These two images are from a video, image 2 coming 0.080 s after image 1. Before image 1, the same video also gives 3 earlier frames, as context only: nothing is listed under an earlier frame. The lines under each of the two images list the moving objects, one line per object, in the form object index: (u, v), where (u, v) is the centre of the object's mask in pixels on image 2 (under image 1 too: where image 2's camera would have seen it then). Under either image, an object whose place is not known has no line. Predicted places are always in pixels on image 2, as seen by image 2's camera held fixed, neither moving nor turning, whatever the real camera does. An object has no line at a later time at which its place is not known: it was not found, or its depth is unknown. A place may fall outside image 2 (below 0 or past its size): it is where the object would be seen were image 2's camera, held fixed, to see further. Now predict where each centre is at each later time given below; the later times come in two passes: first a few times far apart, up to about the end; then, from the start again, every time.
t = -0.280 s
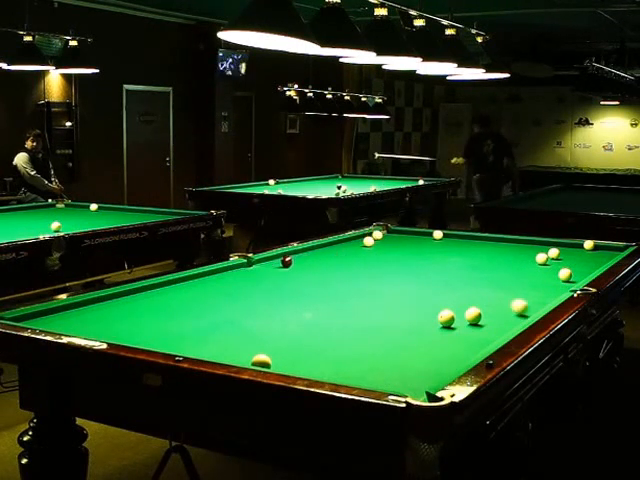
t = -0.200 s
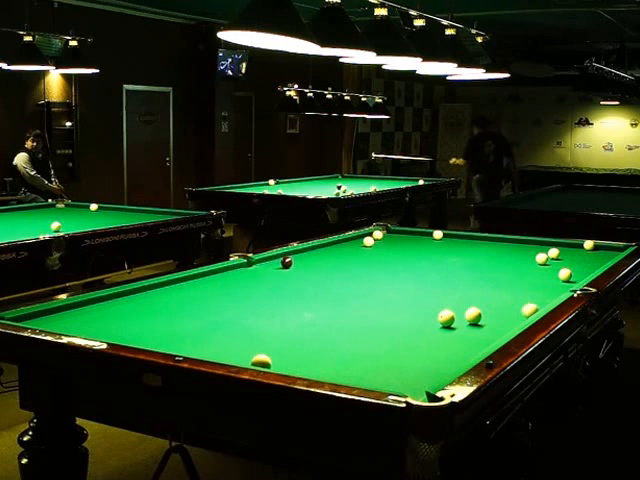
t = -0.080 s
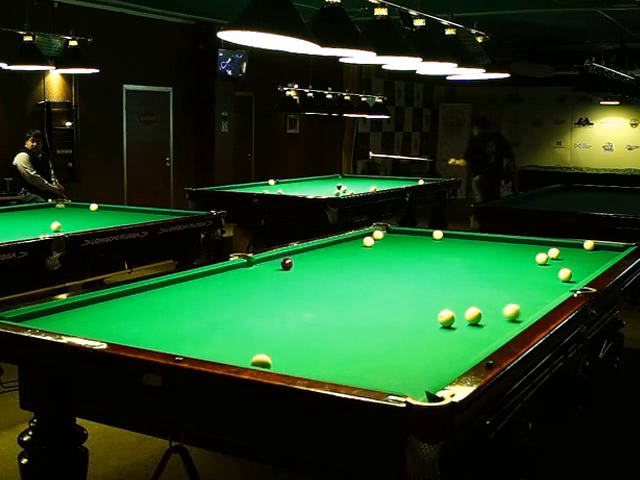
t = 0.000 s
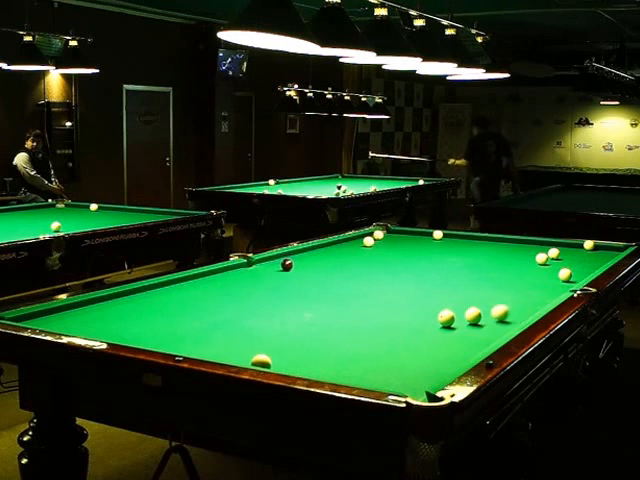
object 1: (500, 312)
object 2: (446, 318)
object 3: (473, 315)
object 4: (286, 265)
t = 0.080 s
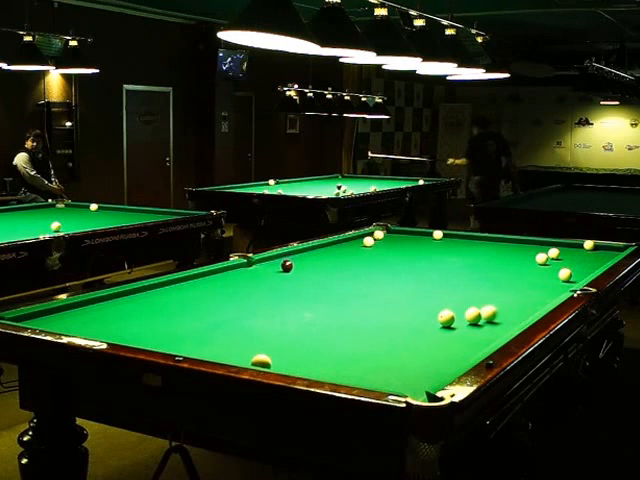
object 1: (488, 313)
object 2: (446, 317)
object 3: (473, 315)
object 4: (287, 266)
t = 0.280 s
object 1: (473, 311)
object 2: (445, 318)
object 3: (462, 318)
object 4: (287, 268)
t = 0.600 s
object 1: (451, 309)
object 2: (430, 318)
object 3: (461, 322)
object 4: (287, 272)
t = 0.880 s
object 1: (435, 308)
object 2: (418, 318)
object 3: (461, 324)
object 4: (287, 275)
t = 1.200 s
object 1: (417, 306)
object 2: (406, 319)
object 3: (460, 327)
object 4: (287, 278)
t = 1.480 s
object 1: (404, 304)
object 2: (398, 319)
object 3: (460, 329)
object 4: (288, 281)
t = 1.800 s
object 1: (389, 303)
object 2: (389, 319)
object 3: (460, 331)
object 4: (289, 284)
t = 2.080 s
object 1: (378, 302)
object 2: (383, 319)
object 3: (460, 333)
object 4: (290, 287)
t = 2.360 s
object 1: (369, 301)
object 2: (379, 319)
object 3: (460, 334)
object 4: (291, 290)
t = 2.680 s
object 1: (359, 300)
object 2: (376, 319)
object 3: (459, 335)
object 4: (292, 292)
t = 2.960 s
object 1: (351, 299)
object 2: (375, 319)
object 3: (459, 335)
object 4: (292, 294)
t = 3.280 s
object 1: (345, 298)
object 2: (374, 319)
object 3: (459, 335)
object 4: (293, 296)
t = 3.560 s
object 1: (340, 298)
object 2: (374, 319)
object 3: (459, 335)
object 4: (294, 298)
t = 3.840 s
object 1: (336, 298)
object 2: (374, 319)
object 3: (459, 335)
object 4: (294, 299)
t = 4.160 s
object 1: (333, 297)
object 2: (374, 319)
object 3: (459, 335)
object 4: (295, 301)
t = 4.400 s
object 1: (332, 297)
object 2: (374, 319)
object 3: (459, 335)
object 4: (295, 301)
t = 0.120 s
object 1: (485, 313)
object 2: (446, 318)
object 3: (472, 315)
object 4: (287, 266)
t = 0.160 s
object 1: (482, 312)
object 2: (446, 318)
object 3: (469, 316)
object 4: (287, 266)
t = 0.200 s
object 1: (479, 312)
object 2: (446, 318)
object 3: (466, 316)
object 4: (287, 267)
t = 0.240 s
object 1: (476, 311)
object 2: (446, 318)
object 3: (463, 317)
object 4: (287, 268)
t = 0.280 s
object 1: (473, 311)
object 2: (445, 318)
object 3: (462, 318)
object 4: (287, 268)
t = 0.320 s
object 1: (471, 310)
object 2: (443, 317)
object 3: (462, 318)
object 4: (287, 268)
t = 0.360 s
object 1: (468, 309)
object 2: (441, 318)
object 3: (462, 319)
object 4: (287, 269)
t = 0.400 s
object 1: (465, 308)
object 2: (439, 318)
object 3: (462, 319)
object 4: (287, 269)
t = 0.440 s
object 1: (462, 307)
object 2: (437, 318)
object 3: (461, 319)
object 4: (287, 270)
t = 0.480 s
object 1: (460, 307)
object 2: (435, 318)
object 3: (461, 320)
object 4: (287, 270)
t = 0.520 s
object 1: (455, 308)
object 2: (434, 318)
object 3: (461, 321)
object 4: (287, 271)
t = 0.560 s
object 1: (454, 308)
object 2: (432, 318)
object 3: (461, 321)
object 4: (287, 271)
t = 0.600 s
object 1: (451, 309)
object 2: (430, 318)
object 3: (461, 322)
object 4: (287, 272)
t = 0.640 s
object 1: (449, 309)
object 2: (428, 318)
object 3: (461, 321)
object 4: (287, 272)
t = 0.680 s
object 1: (446, 309)
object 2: (427, 318)
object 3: (461, 322)
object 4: (287, 272)
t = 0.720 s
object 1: (444, 309)
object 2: (425, 318)
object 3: (461, 322)
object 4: (287, 273)
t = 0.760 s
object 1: (442, 308)
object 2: (423, 318)
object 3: (461, 323)
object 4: (287, 273)
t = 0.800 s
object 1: (439, 308)
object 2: (422, 318)
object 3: (461, 323)
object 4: (287, 274)
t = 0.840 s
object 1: (437, 308)
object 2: (420, 318)
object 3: (461, 324)
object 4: (287, 274)
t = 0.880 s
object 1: (435, 308)
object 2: (418, 318)
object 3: (461, 324)
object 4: (287, 275)
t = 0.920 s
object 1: (432, 307)
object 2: (417, 319)
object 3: (461, 325)
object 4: (287, 275)
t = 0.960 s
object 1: (430, 307)
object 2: (415, 319)
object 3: (460, 325)
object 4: (287, 275)
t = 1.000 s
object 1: (428, 307)
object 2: (414, 319)
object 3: (460, 325)
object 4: (287, 276)
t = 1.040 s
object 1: (426, 307)
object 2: (412, 319)
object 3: (460, 326)
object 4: (287, 276)
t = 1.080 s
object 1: (424, 307)
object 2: (411, 318)
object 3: (460, 326)
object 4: (287, 277)
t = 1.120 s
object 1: (421, 306)
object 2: (409, 319)
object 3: (460, 326)
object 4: (287, 277)
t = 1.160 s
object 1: (419, 306)
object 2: (408, 318)
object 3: (460, 327)
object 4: (287, 278)
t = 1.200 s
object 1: (417, 306)
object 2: (406, 319)
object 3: (460, 327)
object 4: (287, 278)
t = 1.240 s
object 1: (415, 305)
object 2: (405, 319)
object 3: (460, 327)
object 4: (288, 279)
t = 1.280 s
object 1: (413, 305)
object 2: (404, 319)
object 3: (460, 328)
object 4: (288, 279)
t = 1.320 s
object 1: (411, 305)
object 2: (403, 319)
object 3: (460, 328)
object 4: (288, 279)
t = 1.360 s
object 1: (409, 305)
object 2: (401, 319)
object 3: (460, 328)
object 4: (288, 280)
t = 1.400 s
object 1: (408, 304)
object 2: (400, 319)
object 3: (460, 329)
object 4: (288, 280)
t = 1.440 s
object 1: (406, 304)
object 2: (399, 319)
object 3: (460, 329)
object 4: (288, 281)
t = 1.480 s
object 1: (404, 304)
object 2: (398, 319)
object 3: (460, 329)
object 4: (288, 281)
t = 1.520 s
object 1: (402, 304)
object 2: (397, 319)
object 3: (460, 329)
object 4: (288, 282)
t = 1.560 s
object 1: (400, 303)
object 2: (396, 319)
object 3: (460, 329)
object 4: (288, 282)
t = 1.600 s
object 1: (398, 303)
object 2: (394, 319)
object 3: (460, 330)
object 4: (288, 282)
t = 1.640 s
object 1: (396, 303)
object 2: (394, 319)
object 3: (460, 330)
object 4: (289, 283)
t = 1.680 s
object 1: (395, 303)
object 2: (392, 319)
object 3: (460, 331)
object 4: (289, 283)
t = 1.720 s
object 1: (393, 303)
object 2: (391, 319)
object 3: (460, 331)
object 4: (289, 284)
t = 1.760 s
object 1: (391, 303)
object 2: (390, 319)
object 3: (460, 331)
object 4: (289, 284)
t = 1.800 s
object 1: (389, 303)
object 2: (389, 319)
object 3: (460, 331)
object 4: (289, 284)
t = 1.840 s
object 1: (388, 303)
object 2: (388, 319)
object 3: (460, 331)
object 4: (289, 285)
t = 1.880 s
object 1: (386, 302)
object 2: (388, 319)
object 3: (460, 332)
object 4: (289, 285)
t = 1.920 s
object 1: (384, 303)
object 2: (386, 319)
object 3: (460, 332)
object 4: (289, 286)
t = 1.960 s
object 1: (383, 302)
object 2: (386, 319)
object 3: (460, 332)
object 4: (289, 286)
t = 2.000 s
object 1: (381, 302)
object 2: (385, 319)
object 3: (460, 332)
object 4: (290, 286)
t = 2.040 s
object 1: (380, 302)
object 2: (384, 319)
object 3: (460, 333)
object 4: (290, 287)
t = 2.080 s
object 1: (378, 302)
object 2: (383, 319)
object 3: (460, 333)
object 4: (290, 287)
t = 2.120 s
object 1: (377, 302)
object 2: (382, 319)
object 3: (460, 333)
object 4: (290, 288)
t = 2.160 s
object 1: (375, 302)
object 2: (382, 319)
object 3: (460, 333)
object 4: (290, 288)
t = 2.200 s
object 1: (374, 302)
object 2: (381, 319)
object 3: (460, 333)
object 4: (290, 288)
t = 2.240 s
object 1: (373, 301)
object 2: (381, 319)
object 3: (460, 333)
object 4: (290, 289)
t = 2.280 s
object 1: (371, 301)
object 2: (380, 319)
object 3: (460, 334)
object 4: (290, 289)
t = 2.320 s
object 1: (370, 301)
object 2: (379, 319)
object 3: (460, 334)
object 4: (291, 289)
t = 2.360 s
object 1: (369, 301)
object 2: (379, 319)
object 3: (460, 334)
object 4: (291, 290)
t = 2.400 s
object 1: (367, 301)
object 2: (378, 319)
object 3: (460, 334)
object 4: (291, 290)
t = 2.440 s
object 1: (366, 301)
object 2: (378, 319)
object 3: (460, 334)
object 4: (291, 290)
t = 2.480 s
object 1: (365, 301)
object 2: (377, 319)
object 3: (459, 334)
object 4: (291, 291)
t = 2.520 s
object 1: (363, 300)
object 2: (377, 319)
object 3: (459, 334)
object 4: (291, 291)
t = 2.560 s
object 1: (362, 300)
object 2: (376, 319)
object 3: (459, 334)
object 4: (292, 292)
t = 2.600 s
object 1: (361, 300)
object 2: (376, 319)
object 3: (459, 335)
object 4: (292, 292)
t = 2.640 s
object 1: (360, 300)
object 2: (376, 319)
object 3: (459, 335)
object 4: (292, 292)
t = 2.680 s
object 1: (359, 300)
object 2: (376, 319)
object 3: (459, 335)
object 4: (292, 292)
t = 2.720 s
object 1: (358, 300)
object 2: (376, 319)
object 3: (459, 335)
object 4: (292, 293)
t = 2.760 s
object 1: (357, 300)
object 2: (375, 319)
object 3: (459, 335)
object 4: (292, 293)
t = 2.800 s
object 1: (355, 300)
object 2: (375, 319)
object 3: (459, 335)
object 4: (292, 293)
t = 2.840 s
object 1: (354, 300)
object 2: (375, 319)
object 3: (459, 335)
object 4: (292, 294)
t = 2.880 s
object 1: (353, 300)
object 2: (375, 319)
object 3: (459, 335)
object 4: (292, 294)
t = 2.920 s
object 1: (352, 300)
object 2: (374, 319)
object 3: (459, 335)
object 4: (292, 294)
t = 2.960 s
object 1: (351, 299)
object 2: (375, 319)
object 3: (459, 335)
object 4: (292, 294)
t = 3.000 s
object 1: (350, 299)
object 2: (375, 319)
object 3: (459, 335)
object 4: (292, 295)
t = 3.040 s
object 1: (350, 299)
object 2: (374, 319)
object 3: (459, 335)
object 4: (292, 295)
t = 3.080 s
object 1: (349, 299)
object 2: (374, 319)
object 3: (459, 335)
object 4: (293, 295)
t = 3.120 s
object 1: (348, 299)
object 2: (374, 319)
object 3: (459, 335)
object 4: (293, 296)
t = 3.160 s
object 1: (347, 299)
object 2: (374, 319)
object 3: (459, 335)
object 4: (293, 296)
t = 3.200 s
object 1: (346, 299)
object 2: (374, 319)
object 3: (459, 335)
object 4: (293, 296)
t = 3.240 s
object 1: (345, 299)
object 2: (374, 319)
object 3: (459, 335)
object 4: (293, 296)
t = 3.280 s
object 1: (345, 298)
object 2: (374, 319)
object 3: (459, 335)
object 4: (293, 296)
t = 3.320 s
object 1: (344, 298)
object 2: (374, 319)
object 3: (459, 335)
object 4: (293, 297)
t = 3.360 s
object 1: (343, 298)
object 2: (374, 319)
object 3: (459, 335)
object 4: (293, 297)
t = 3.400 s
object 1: (343, 298)
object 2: (374, 319)
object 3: (459, 335)
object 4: (293, 297)
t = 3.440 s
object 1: (342, 298)
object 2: (374, 319)
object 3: (459, 335)
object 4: (293, 298)
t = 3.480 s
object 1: (341, 298)
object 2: (374, 319)
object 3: (459, 335)
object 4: (294, 298)
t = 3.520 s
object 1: (340, 298)
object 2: (374, 319)
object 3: (459, 335)
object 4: (294, 298)
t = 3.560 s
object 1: (340, 298)
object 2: (374, 319)
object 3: (459, 335)
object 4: (294, 298)
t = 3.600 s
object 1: (339, 298)
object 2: (374, 319)
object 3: (459, 335)
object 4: (294, 298)
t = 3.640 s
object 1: (339, 298)
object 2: (374, 319)
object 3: (459, 335)
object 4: (294, 299)
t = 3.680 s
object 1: (338, 298)
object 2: (374, 319)
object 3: (459, 335)
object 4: (294, 299)
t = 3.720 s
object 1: (337, 298)
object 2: (374, 319)
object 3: (459, 335)
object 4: (294, 299)
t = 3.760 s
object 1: (337, 298)
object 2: (374, 319)
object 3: (459, 335)
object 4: (294, 299)
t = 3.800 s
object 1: (336, 298)
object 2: (374, 319)
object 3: (459, 335)
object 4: (294, 299)
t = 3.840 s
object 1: (336, 298)
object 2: (374, 319)
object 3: (459, 335)
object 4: (294, 299)
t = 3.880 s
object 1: (336, 297)
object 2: (374, 319)
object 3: (459, 335)
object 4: (294, 300)
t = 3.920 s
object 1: (335, 297)
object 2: (374, 319)
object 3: (459, 335)
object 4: (294, 299)
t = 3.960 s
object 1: (335, 297)
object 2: (374, 319)
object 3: (459, 335)
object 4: (294, 300)
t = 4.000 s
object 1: (334, 297)
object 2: (374, 319)
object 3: (459, 335)
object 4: (294, 300)
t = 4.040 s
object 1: (334, 297)
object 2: (374, 319)
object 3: (459, 335)
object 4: (295, 300)
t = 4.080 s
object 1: (333, 297)
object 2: (374, 319)
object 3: (459, 335)
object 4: (295, 300)
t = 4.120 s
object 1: (333, 297)
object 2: (374, 319)
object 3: (459, 335)
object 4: (295, 300)
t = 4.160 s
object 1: (333, 297)
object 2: (374, 319)
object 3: (459, 335)
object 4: (295, 301)
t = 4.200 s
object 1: (333, 297)
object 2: (374, 319)
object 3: (459, 335)
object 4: (295, 301)
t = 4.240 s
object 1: (332, 297)
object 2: (374, 319)
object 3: (459, 335)
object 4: (295, 300)
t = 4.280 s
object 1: (332, 297)
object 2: (374, 319)
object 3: (459, 335)
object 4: (295, 301)
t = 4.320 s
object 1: (332, 297)
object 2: (374, 319)
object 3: (459, 335)
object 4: (295, 301)
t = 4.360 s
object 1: (332, 297)
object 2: (374, 319)
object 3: (459, 335)
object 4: (295, 301)
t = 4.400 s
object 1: (332, 297)
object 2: (374, 319)
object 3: (459, 335)
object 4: (295, 301)
